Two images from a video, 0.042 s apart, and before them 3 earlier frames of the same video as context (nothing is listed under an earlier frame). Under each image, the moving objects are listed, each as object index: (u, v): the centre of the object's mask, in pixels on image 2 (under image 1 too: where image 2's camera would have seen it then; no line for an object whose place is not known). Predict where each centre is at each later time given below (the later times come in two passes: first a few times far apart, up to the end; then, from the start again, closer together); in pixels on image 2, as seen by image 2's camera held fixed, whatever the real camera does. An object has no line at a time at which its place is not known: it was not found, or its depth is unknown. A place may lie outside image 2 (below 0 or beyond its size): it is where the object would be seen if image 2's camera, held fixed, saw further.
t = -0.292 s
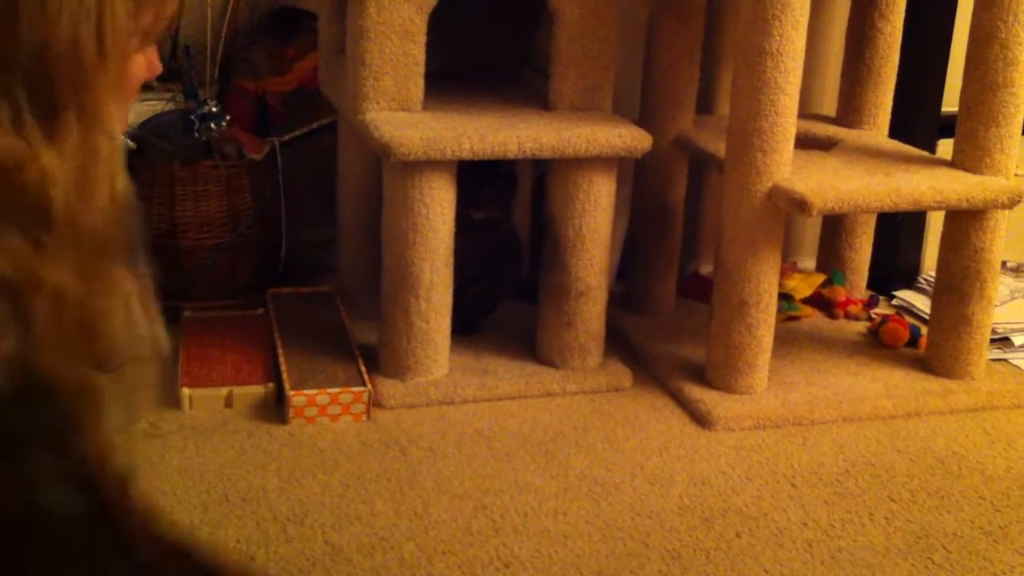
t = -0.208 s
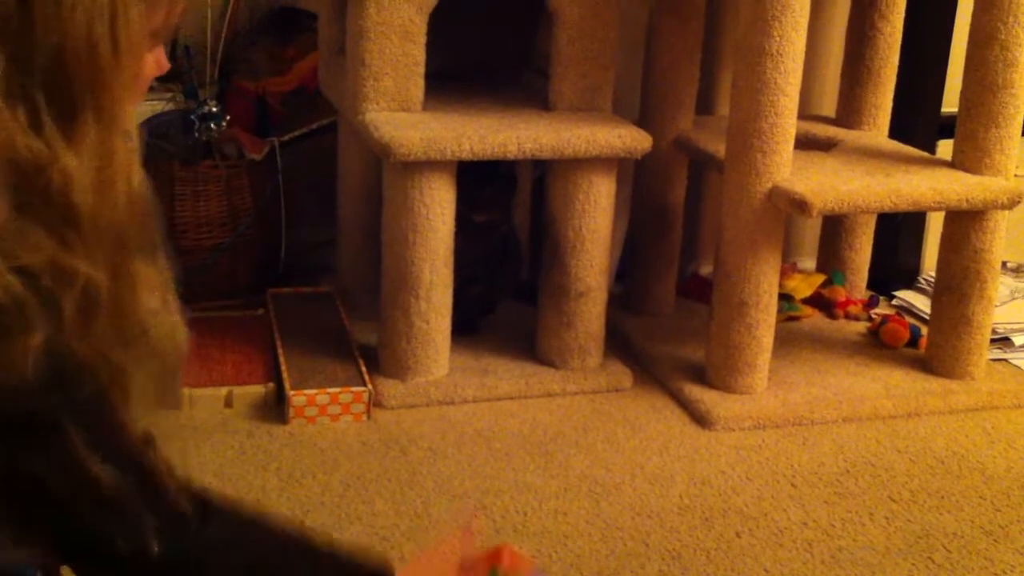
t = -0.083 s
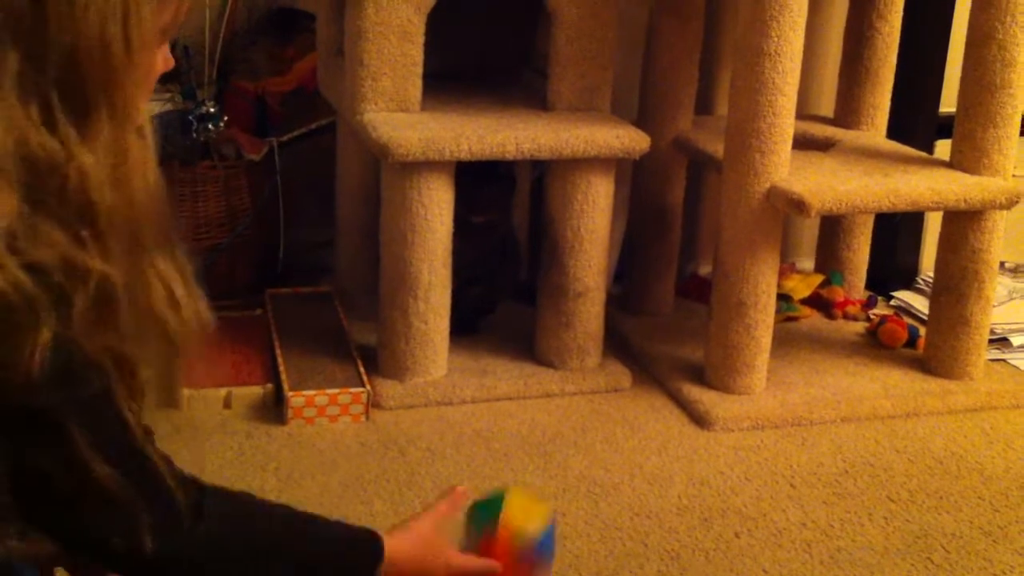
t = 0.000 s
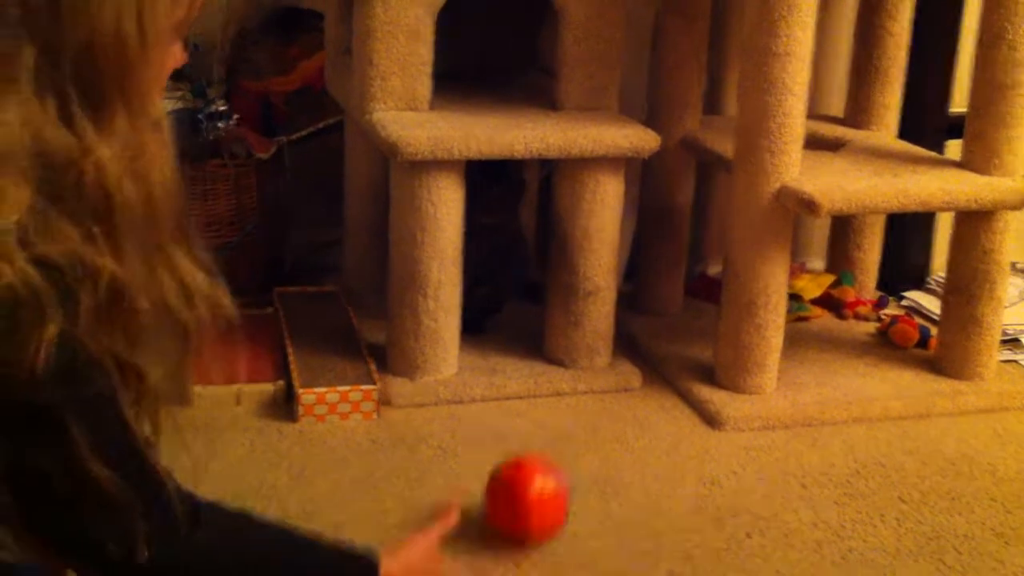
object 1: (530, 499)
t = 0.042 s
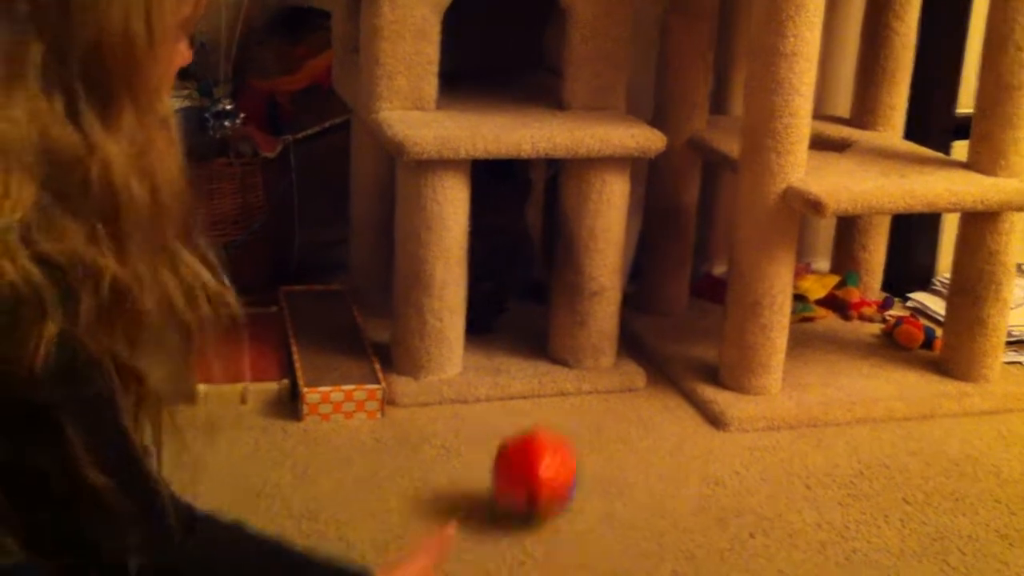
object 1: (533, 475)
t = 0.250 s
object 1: (540, 420)
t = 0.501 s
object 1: (545, 352)
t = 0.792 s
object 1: (562, 360)
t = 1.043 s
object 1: (591, 397)
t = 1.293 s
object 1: (633, 416)
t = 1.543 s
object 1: (637, 426)
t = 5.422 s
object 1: (586, 398)
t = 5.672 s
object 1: (587, 398)
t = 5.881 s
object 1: (586, 398)
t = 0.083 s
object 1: (535, 462)
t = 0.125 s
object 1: (538, 455)
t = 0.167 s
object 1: (539, 447)
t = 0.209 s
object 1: (539, 433)
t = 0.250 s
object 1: (540, 420)
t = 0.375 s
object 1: (540, 390)
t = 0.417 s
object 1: (539, 377)
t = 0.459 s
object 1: (541, 363)
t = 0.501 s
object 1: (545, 352)
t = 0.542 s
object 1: (547, 352)
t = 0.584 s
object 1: (550, 352)
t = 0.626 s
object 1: (553, 349)
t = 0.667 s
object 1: (556, 349)
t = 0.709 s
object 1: (559, 350)
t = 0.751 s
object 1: (560, 353)
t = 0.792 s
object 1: (562, 360)
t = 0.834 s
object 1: (565, 368)
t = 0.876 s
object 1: (569, 375)
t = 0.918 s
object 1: (573, 381)
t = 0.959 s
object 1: (578, 383)
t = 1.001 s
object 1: (584, 390)
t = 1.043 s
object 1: (591, 397)
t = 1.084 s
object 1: (598, 401)
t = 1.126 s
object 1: (605, 404)
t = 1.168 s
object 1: (611, 406)
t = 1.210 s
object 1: (618, 410)
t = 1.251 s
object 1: (626, 414)
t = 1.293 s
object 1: (633, 416)
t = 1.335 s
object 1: (638, 418)
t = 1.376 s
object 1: (640, 420)
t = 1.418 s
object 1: (641, 422)
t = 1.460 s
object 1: (641, 424)
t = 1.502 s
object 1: (639, 425)
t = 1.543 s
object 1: (637, 426)
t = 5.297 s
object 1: (587, 398)
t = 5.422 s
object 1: (586, 398)
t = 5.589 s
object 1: (587, 398)
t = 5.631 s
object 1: (587, 398)
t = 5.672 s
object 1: (587, 398)
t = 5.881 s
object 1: (586, 398)
